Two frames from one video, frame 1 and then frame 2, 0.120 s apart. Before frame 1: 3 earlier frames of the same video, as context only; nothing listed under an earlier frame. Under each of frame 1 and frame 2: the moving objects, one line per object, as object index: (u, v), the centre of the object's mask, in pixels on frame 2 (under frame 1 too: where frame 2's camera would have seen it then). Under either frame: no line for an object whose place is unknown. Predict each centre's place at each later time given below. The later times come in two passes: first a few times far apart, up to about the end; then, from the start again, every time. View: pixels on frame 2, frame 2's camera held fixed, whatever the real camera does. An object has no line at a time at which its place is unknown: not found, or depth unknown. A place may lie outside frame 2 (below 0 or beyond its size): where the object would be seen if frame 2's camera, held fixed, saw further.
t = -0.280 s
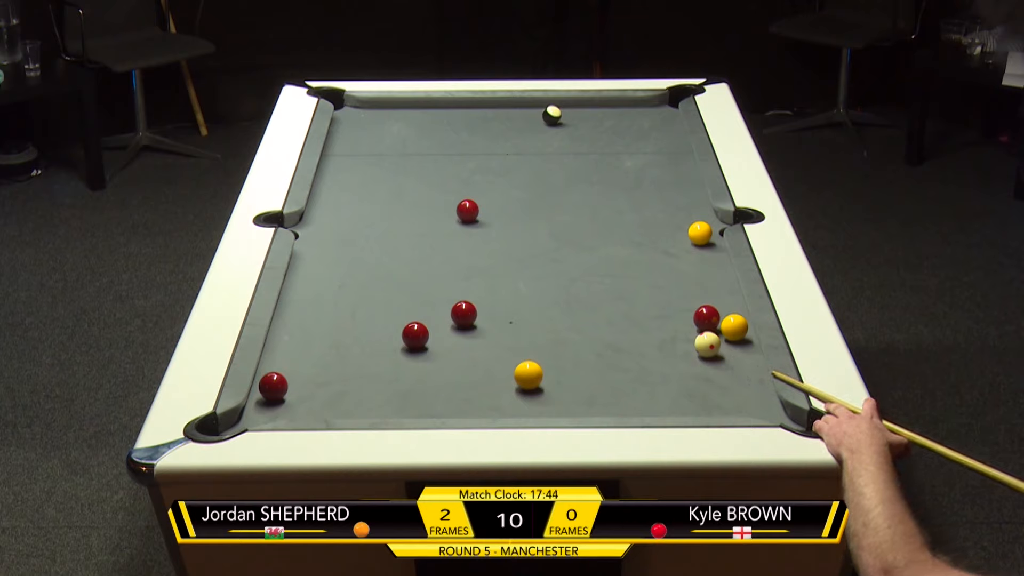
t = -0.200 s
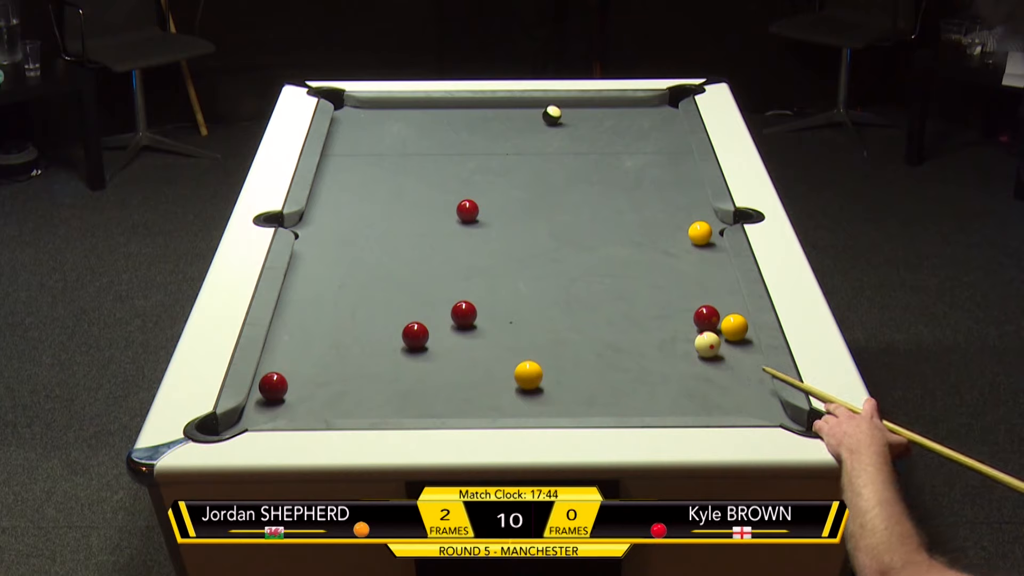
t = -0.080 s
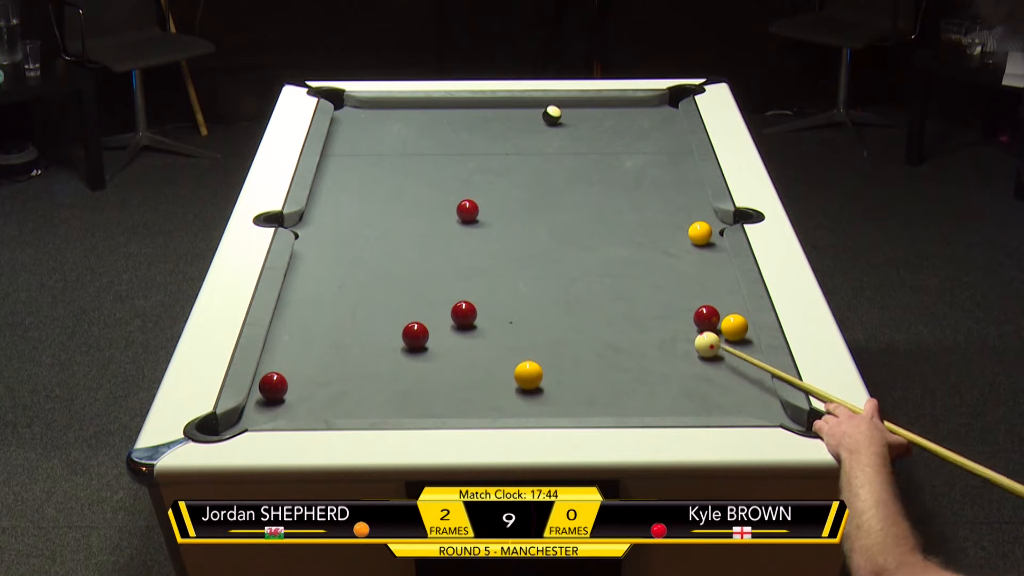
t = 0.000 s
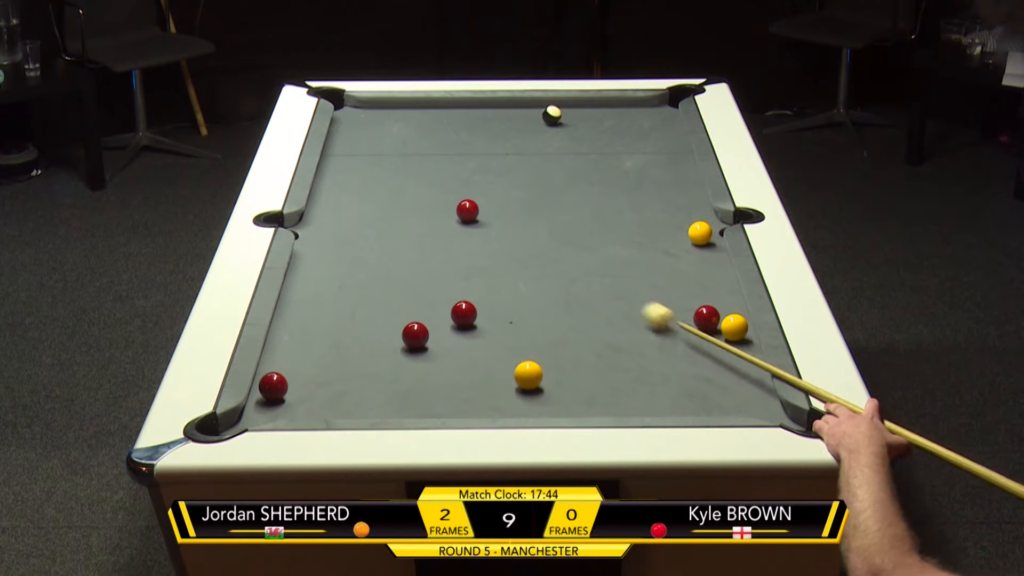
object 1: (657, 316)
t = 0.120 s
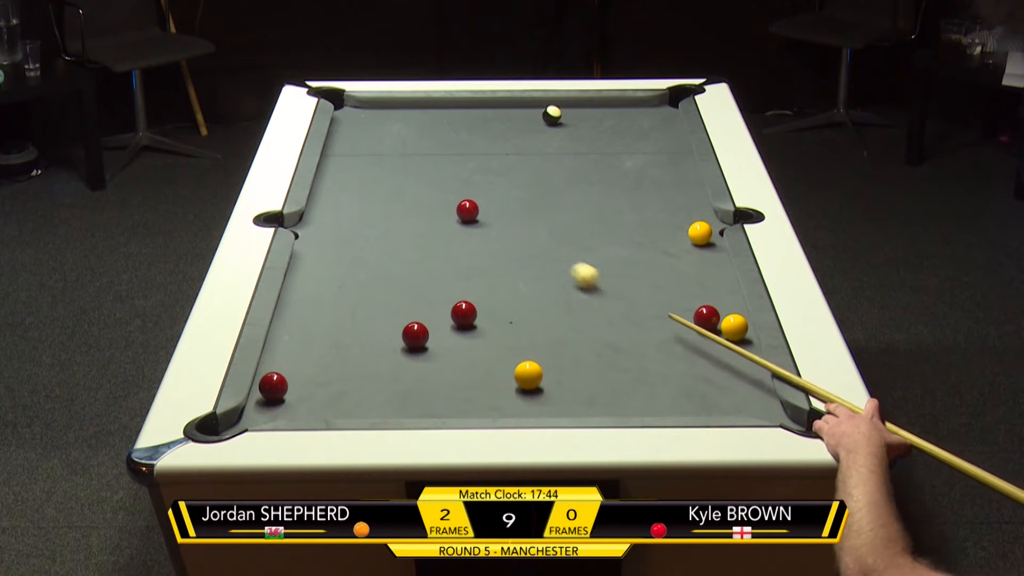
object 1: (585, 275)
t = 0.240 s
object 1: (520, 239)
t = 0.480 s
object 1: (483, 214)
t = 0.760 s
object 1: (465, 198)
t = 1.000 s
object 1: (451, 186)
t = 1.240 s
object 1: (439, 175)
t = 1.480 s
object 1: (427, 165)
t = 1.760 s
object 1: (416, 155)
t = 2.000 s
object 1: (406, 147)
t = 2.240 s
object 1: (399, 140)
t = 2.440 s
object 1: (393, 135)
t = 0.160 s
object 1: (562, 263)
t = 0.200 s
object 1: (541, 251)
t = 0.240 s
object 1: (520, 239)
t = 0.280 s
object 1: (500, 229)
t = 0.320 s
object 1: (482, 218)
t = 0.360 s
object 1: (483, 218)
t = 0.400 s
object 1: (484, 217)
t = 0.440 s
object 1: (484, 216)
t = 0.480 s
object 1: (483, 214)
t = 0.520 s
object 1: (481, 212)
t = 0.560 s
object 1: (478, 210)
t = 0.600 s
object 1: (475, 208)
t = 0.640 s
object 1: (473, 205)
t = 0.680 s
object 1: (470, 203)
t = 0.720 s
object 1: (468, 201)
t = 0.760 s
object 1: (465, 198)
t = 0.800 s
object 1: (463, 196)
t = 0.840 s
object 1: (461, 194)
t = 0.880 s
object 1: (458, 192)
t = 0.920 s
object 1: (456, 190)
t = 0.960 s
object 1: (454, 188)
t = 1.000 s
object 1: (451, 186)
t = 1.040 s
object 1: (449, 184)
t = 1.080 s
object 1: (447, 182)
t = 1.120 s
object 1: (445, 180)
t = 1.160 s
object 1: (443, 178)
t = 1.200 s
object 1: (441, 177)
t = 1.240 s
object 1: (439, 175)
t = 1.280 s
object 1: (437, 173)
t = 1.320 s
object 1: (435, 172)
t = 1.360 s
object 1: (433, 170)
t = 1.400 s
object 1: (431, 168)
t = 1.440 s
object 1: (429, 167)
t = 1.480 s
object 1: (427, 165)
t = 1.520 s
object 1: (425, 164)
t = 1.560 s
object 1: (424, 162)
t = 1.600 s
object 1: (422, 161)
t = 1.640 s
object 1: (420, 159)
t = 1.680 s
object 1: (419, 158)
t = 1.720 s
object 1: (417, 156)
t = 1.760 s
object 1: (416, 155)
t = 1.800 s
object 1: (414, 153)
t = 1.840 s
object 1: (412, 152)
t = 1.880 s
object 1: (411, 151)
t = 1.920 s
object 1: (409, 150)
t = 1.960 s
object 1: (408, 148)
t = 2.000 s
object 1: (406, 147)
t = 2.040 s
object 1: (405, 146)
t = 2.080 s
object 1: (404, 145)
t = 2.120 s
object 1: (403, 143)
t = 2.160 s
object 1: (401, 142)
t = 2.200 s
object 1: (400, 141)
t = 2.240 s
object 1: (399, 140)
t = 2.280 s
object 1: (398, 139)
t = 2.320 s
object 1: (397, 138)
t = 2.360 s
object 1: (395, 137)
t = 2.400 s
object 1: (394, 136)
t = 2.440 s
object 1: (393, 135)
